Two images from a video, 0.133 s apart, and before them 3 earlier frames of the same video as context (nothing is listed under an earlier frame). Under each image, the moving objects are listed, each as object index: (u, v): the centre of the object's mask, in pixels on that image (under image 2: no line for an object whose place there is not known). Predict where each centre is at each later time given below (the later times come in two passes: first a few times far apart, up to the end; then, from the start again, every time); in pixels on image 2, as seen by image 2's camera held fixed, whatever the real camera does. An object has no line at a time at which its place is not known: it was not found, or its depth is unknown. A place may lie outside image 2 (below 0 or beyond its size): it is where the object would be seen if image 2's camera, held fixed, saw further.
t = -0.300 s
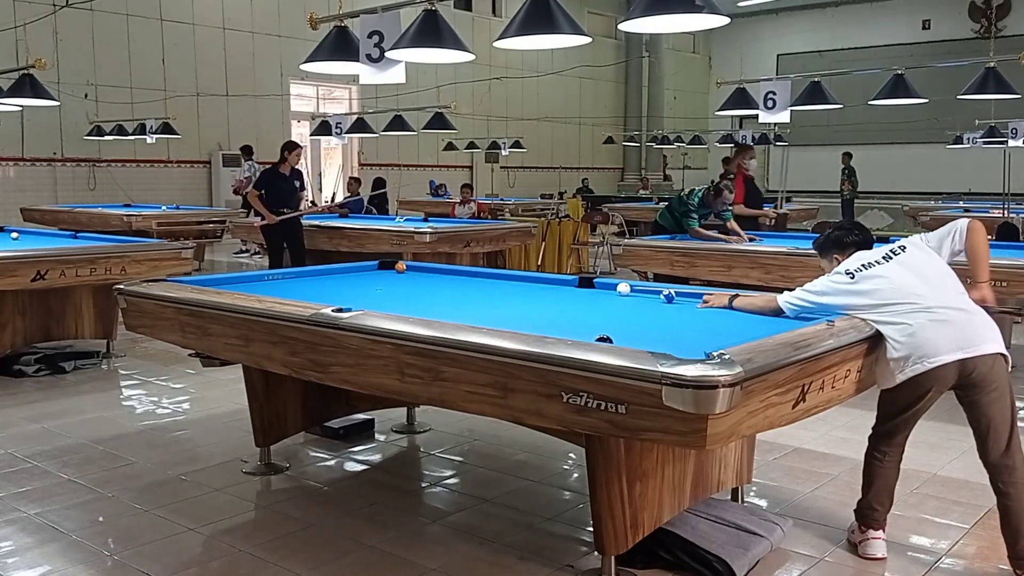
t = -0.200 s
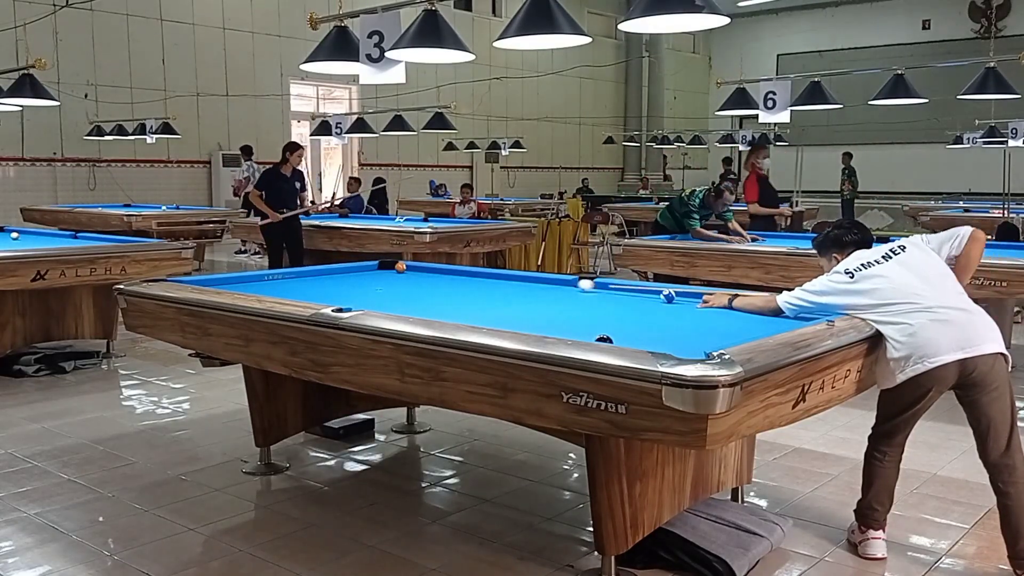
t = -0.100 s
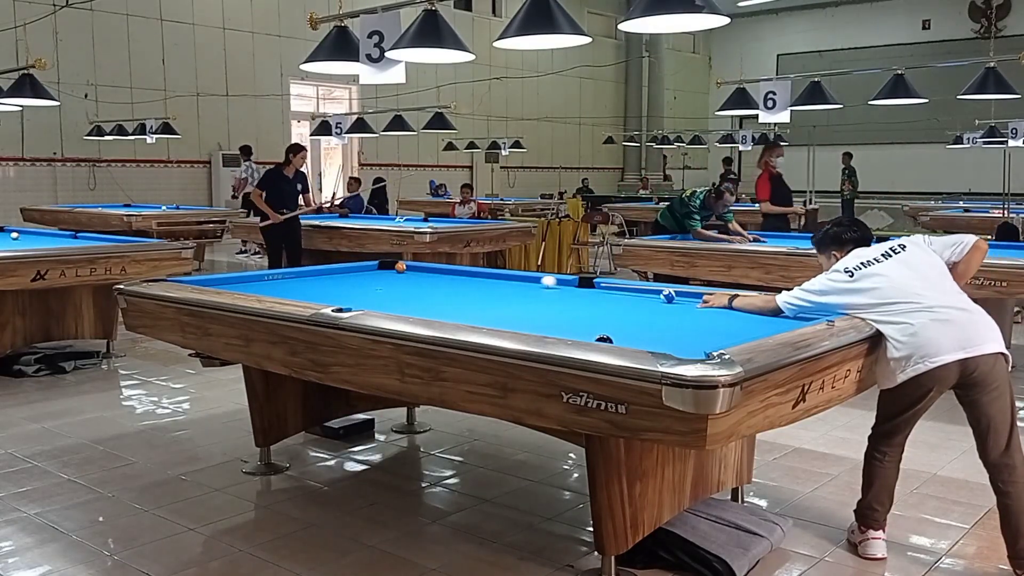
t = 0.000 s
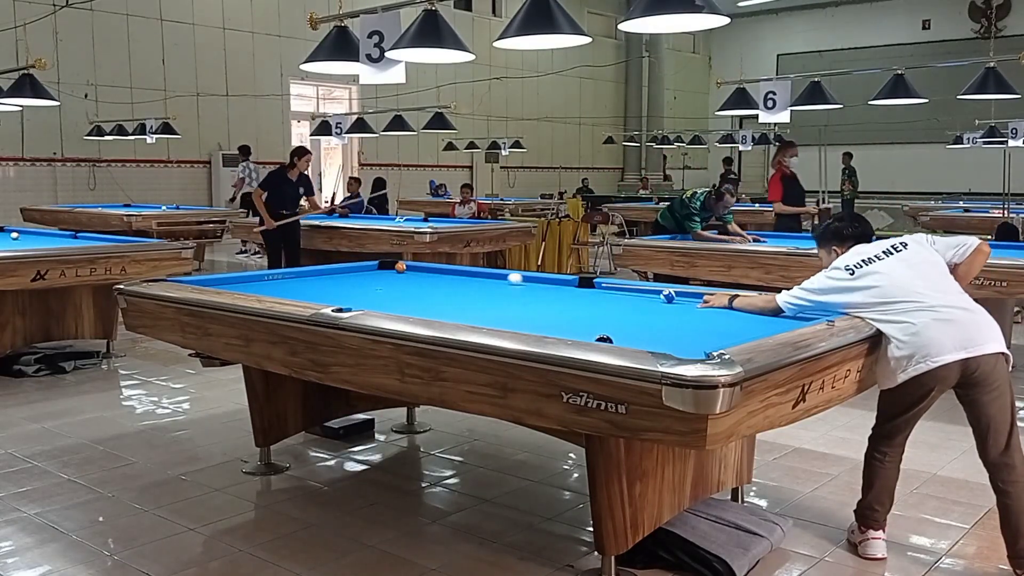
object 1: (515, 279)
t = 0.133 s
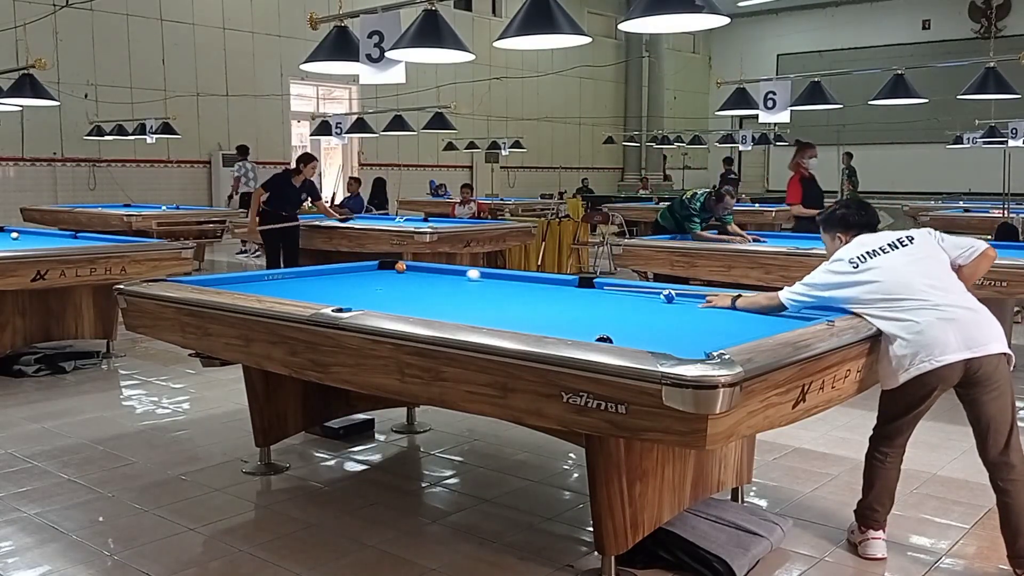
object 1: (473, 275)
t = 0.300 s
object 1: (426, 270)
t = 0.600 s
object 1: (379, 269)
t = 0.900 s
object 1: (354, 269)
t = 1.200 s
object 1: (360, 270)
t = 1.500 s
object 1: (365, 272)
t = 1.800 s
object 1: (370, 274)
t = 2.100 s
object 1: (375, 275)
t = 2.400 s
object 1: (380, 276)
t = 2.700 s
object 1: (384, 277)
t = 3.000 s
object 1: (387, 278)
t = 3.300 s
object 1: (390, 279)
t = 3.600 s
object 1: (392, 280)
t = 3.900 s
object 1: (395, 280)
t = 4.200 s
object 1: (396, 281)
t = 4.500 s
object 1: (397, 281)
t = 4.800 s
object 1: (398, 281)
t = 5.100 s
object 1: (398, 281)
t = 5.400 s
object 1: (398, 281)
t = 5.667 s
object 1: (398, 281)
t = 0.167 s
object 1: (463, 274)
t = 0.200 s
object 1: (454, 273)
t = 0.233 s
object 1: (444, 272)
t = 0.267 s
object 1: (435, 271)
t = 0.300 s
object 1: (426, 270)
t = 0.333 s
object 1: (417, 269)
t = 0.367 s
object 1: (408, 269)
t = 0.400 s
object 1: (403, 269)
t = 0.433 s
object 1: (400, 269)
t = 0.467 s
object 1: (396, 269)
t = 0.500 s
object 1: (392, 269)
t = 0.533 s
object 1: (388, 269)
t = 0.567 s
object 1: (384, 269)
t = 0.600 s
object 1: (379, 269)
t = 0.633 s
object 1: (374, 268)
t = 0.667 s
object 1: (370, 268)
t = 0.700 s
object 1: (366, 268)
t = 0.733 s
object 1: (361, 268)
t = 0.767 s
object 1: (357, 268)
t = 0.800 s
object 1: (353, 268)
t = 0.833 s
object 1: (353, 268)
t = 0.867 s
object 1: (354, 269)
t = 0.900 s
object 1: (354, 269)
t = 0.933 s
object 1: (355, 269)
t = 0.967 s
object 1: (356, 269)
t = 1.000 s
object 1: (356, 269)
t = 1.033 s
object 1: (357, 269)
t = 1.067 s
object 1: (358, 270)
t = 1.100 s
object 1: (358, 270)
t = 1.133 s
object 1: (359, 270)
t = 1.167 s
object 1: (359, 270)
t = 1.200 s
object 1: (360, 270)
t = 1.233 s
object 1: (361, 270)
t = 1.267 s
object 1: (361, 271)
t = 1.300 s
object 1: (362, 271)
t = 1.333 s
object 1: (362, 271)
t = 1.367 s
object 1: (363, 271)
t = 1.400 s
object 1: (363, 271)
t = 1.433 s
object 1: (364, 272)
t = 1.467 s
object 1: (365, 272)
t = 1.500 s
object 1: (365, 272)
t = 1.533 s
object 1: (366, 272)
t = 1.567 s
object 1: (366, 272)
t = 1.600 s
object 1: (367, 272)
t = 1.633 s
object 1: (368, 273)
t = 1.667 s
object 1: (368, 273)
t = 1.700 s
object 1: (369, 273)
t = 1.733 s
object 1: (369, 273)
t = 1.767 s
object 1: (370, 273)
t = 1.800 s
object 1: (370, 274)
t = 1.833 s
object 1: (371, 274)
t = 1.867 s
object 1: (372, 274)
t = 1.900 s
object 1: (372, 274)
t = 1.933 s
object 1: (373, 274)
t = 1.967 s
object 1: (373, 274)
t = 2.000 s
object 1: (374, 275)
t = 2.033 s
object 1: (374, 275)
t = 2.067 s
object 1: (375, 275)
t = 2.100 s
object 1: (375, 275)
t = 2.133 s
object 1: (376, 275)
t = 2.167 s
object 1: (376, 275)
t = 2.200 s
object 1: (377, 276)
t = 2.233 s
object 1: (378, 276)
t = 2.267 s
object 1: (378, 276)
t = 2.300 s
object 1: (378, 276)
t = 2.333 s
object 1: (379, 276)
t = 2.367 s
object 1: (379, 276)
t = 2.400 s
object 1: (380, 276)
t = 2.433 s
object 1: (381, 276)
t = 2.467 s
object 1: (381, 276)
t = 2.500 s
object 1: (381, 277)
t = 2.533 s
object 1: (382, 277)
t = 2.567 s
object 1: (382, 277)
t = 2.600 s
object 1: (383, 277)
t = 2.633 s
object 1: (383, 277)
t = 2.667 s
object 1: (383, 277)
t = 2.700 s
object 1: (384, 277)
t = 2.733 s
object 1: (384, 277)
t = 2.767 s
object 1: (384, 277)
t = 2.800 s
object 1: (385, 278)
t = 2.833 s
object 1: (385, 278)
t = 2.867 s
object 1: (386, 278)
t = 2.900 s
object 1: (386, 278)
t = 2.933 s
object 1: (386, 278)
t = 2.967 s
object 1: (387, 278)
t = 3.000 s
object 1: (387, 278)
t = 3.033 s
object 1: (387, 278)
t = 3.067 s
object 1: (388, 278)
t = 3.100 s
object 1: (388, 278)
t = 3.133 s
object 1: (388, 278)
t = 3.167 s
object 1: (389, 279)
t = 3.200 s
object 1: (389, 279)
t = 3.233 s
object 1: (389, 279)
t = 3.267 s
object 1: (390, 279)
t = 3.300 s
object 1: (390, 279)
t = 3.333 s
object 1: (391, 279)
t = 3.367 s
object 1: (391, 279)
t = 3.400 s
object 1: (391, 279)
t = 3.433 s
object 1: (391, 279)
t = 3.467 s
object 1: (391, 279)
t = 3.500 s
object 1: (392, 280)
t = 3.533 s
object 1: (392, 280)
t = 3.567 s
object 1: (392, 280)
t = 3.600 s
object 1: (392, 280)
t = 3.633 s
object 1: (393, 280)
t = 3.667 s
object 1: (393, 280)
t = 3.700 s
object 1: (393, 280)
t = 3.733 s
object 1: (394, 280)
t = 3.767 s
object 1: (394, 280)
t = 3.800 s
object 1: (394, 280)
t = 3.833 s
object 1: (394, 280)
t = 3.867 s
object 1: (394, 280)
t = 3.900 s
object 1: (395, 280)
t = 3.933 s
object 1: (395, 280)
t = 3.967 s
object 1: (395, 280)
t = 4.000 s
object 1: (395, 280)
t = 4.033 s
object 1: (395, 280)
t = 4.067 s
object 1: (396, 281)
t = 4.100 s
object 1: (396, 281)
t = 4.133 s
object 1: (396, 281)
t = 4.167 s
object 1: (396, 281)
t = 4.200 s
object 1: (396, 281)
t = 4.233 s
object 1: (396, 281)
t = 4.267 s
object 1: (396, 281)
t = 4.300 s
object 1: (397, 281)
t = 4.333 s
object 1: (397, 281)
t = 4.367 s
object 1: (397, 281)
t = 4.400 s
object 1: (397, 281)
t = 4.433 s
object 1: (397, 281)
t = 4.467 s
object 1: (397, 281)
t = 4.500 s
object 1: (397, 281)
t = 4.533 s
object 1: (397, 281)
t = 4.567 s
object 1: (398, 281)
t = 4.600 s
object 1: (398, 281)
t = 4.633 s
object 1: (398, 281)
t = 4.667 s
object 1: (398, 281)
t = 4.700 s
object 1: (398, 281)
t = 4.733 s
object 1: (398, 281)
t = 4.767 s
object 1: (398, 281)
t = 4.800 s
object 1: (398, 281)
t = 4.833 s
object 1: (398, 281)
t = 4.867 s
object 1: (398, 281)
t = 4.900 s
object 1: (398, 281)
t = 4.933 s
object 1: (398, 281)
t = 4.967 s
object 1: (398, 281)
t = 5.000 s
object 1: (398, 281)
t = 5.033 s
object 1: (398, 281)
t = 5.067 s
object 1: (398, 281)
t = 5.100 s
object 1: (398, 281)
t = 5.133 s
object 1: (398, 281)
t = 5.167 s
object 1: (398, 281)
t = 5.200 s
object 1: (398, 281)
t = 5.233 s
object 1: (398, 281)
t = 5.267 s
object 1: (398, 281)
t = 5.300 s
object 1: (398, 281)
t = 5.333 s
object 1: (398, 281)
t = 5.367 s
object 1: (398, 281)
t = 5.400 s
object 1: (398, 281)
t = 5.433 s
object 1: (398, 281)
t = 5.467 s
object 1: (398, 281)
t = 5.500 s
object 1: (398, 281)
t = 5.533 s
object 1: (398, 281)
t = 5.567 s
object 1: (398, 281)
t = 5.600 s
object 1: (398, 281)
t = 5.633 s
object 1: (398, 281)
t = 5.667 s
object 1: (398, 281)
